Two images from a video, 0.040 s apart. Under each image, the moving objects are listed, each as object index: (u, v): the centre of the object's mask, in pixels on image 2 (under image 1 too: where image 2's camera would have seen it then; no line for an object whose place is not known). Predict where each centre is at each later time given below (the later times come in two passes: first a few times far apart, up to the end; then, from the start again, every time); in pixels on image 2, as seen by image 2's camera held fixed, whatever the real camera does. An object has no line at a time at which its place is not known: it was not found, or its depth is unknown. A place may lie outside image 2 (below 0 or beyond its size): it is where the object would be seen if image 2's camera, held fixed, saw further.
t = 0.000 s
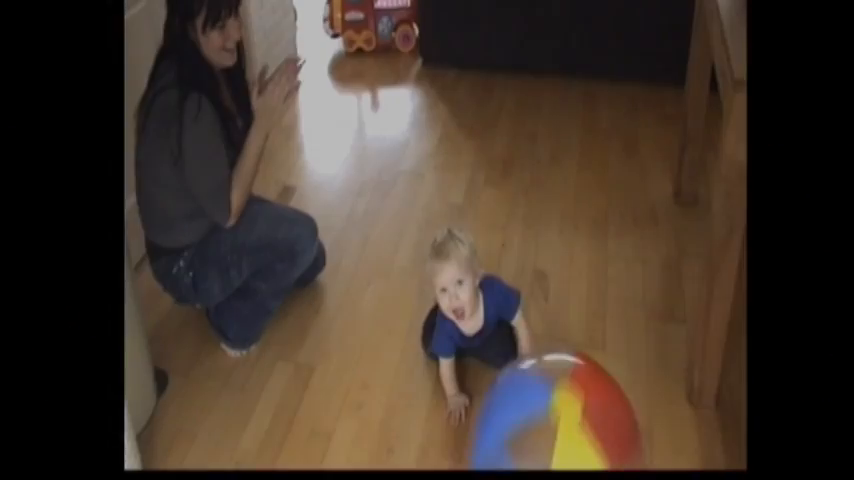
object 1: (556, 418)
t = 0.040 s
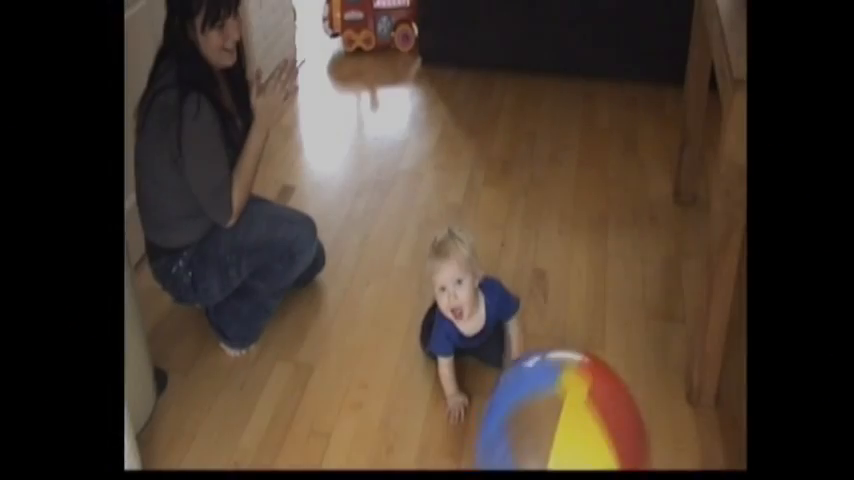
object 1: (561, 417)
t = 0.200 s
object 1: (579, 410)
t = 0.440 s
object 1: (602, 398)
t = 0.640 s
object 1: (618, 387)
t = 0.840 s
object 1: (628, 372)
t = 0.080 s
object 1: (566, 415)
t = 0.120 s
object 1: (571, 414)
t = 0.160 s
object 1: (575, 411)
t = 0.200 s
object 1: (579, 410)
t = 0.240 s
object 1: (583, 408)
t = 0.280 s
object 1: (588, 406)
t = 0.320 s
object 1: (591, 404)
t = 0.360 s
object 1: (595, 402)
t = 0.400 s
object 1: (599, 400)
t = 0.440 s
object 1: (602, 398)
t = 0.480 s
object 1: (605, 396)
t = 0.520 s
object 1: (608, 394)
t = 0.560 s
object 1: (612, 393)
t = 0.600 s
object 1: (615, 390)
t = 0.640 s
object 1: (618, 387)
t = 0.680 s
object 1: (620, 384)
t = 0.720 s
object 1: (622, 382)
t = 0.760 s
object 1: (625, 379)
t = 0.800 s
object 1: (626, 375)
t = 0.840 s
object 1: (628, 372)
